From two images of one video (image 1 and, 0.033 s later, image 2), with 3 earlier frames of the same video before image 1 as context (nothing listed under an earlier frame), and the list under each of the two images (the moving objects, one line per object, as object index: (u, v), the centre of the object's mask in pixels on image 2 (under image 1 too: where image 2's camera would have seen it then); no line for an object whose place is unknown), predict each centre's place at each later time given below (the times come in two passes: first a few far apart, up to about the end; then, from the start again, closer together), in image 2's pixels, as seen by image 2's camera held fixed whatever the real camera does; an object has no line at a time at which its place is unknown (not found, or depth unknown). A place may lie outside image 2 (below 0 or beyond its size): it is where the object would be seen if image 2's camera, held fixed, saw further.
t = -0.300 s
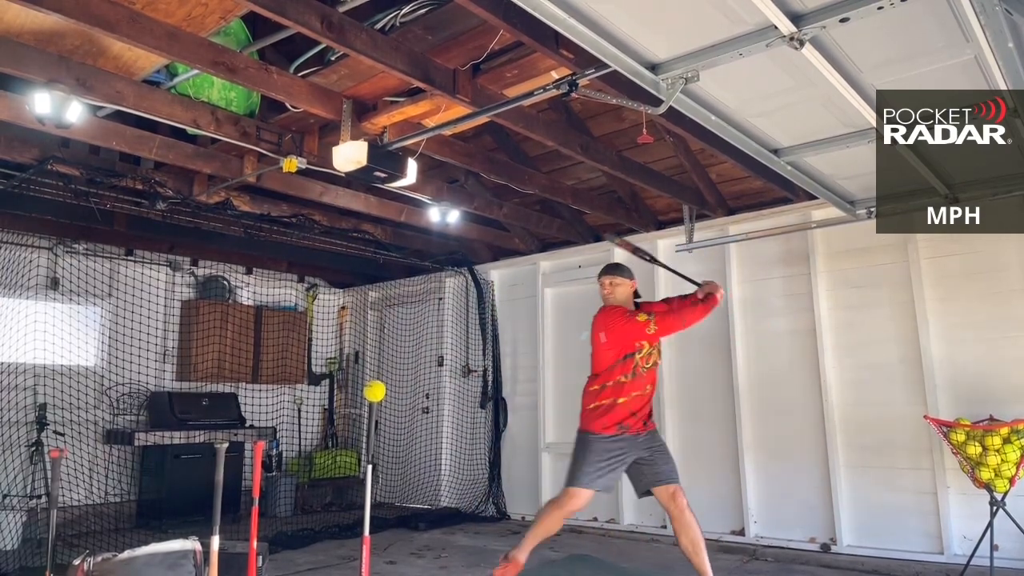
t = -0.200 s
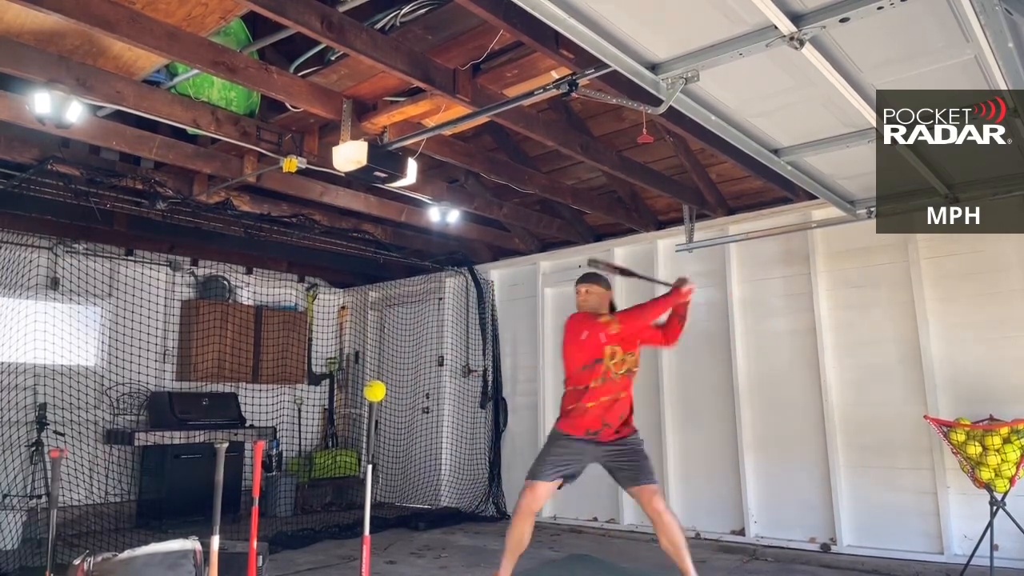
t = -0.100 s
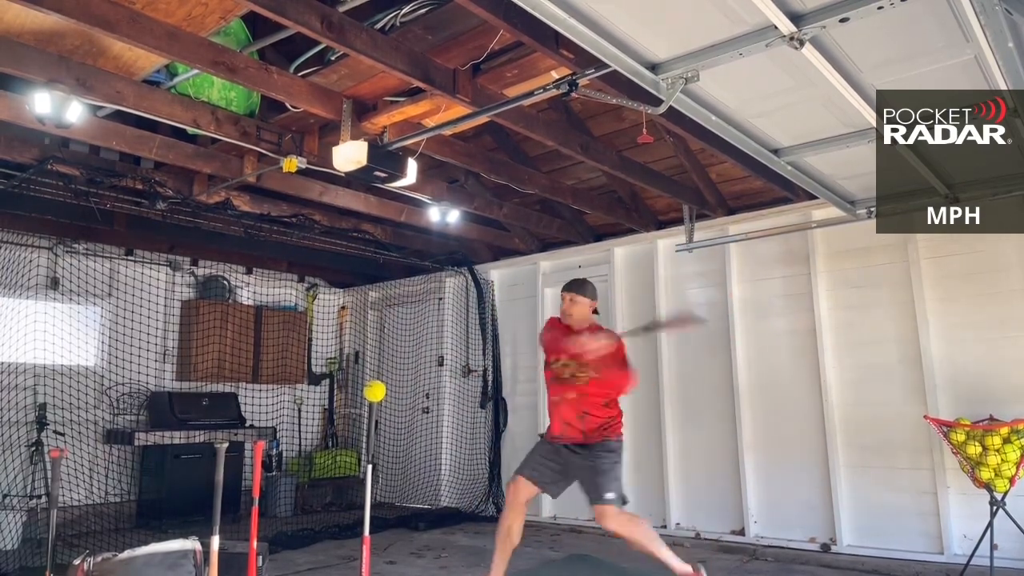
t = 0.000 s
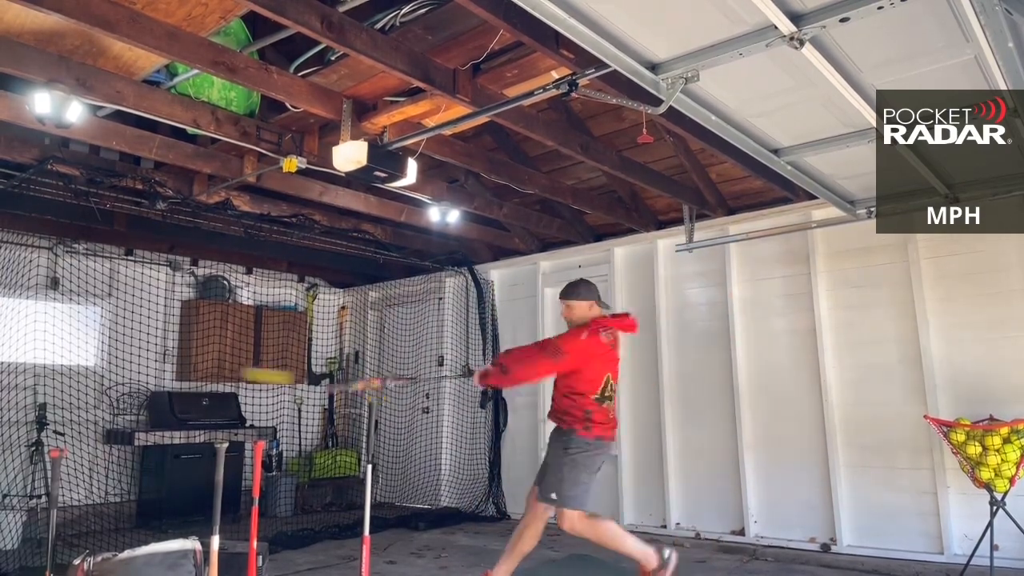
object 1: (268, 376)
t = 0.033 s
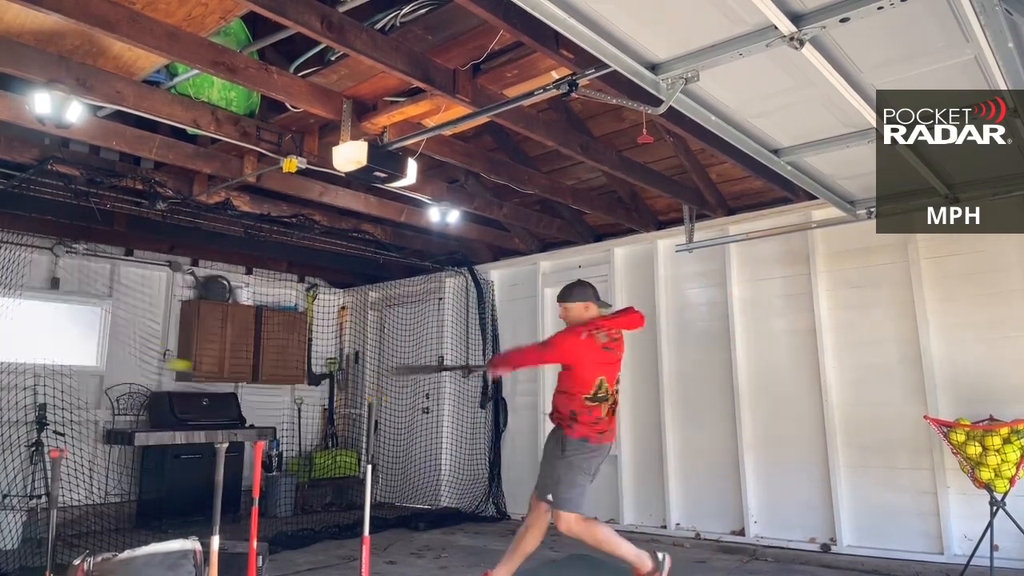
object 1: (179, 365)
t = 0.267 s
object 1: (157, 275)
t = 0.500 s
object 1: (208, 303)
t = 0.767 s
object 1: (270, 440)
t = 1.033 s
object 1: (317, 485)
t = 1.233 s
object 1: (338, 428)
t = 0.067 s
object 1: (158, 350)
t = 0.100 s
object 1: (147, 328)
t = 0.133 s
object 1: (145, 309)
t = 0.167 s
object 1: (145, 294)
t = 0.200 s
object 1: (146, 282)
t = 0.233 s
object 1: (150, 277)
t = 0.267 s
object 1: (157, 275)
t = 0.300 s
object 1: (164, 274)
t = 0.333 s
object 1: (171, 275)
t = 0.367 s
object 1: (178, 277)
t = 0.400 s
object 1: (186, 281)
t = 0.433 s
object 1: (192, 288)
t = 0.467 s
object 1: (200, 295)
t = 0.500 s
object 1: (208, 303)
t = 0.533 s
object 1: (215, 314)
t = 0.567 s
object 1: (223, 327)
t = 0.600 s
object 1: (231, 340)
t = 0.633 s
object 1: (239, 356)
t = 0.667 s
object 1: (246, 374)
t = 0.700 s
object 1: (255, 393)
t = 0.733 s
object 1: (262, 416)
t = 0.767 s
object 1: (270, 440)
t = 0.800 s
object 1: (278, 467)
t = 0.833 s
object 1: (286, 496)
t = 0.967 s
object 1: (310, 519)
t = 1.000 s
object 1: (314, 501)
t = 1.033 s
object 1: (317, 485)
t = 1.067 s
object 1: (321, 470)
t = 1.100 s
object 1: (325, 458)
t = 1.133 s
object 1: (328, 448)
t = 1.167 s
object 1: (332, 439)
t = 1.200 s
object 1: (335, 433)
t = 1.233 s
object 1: (338, 428)
